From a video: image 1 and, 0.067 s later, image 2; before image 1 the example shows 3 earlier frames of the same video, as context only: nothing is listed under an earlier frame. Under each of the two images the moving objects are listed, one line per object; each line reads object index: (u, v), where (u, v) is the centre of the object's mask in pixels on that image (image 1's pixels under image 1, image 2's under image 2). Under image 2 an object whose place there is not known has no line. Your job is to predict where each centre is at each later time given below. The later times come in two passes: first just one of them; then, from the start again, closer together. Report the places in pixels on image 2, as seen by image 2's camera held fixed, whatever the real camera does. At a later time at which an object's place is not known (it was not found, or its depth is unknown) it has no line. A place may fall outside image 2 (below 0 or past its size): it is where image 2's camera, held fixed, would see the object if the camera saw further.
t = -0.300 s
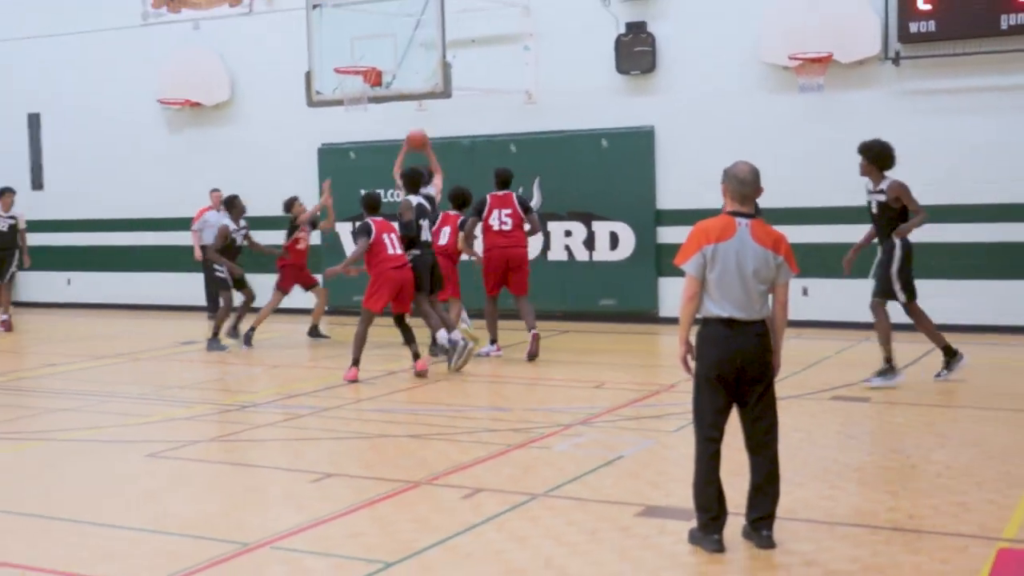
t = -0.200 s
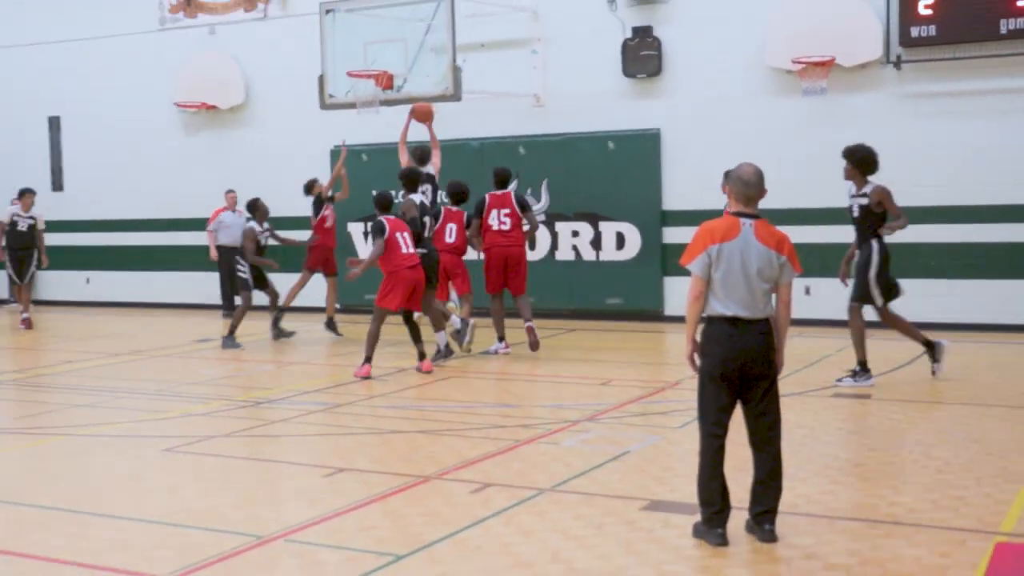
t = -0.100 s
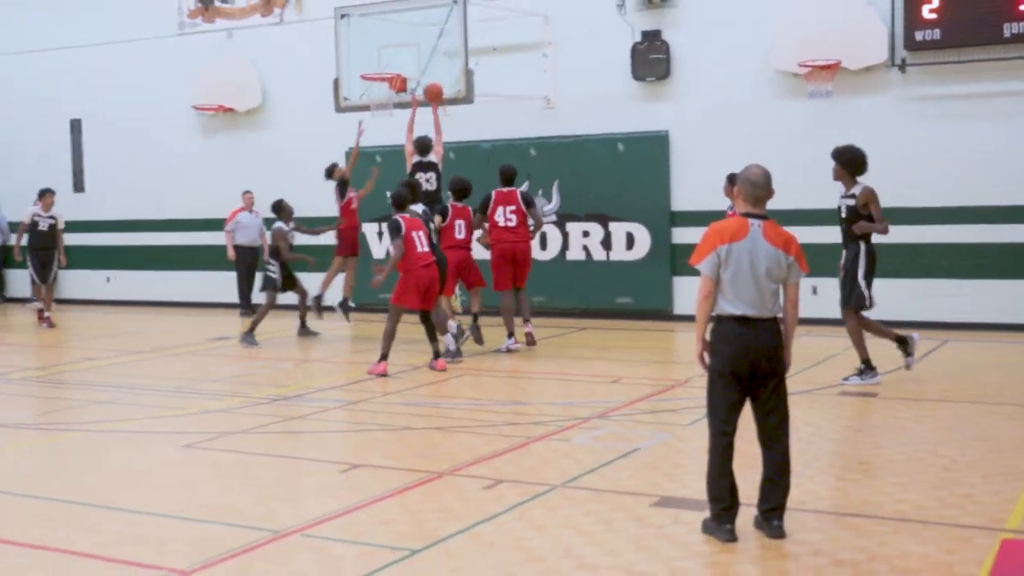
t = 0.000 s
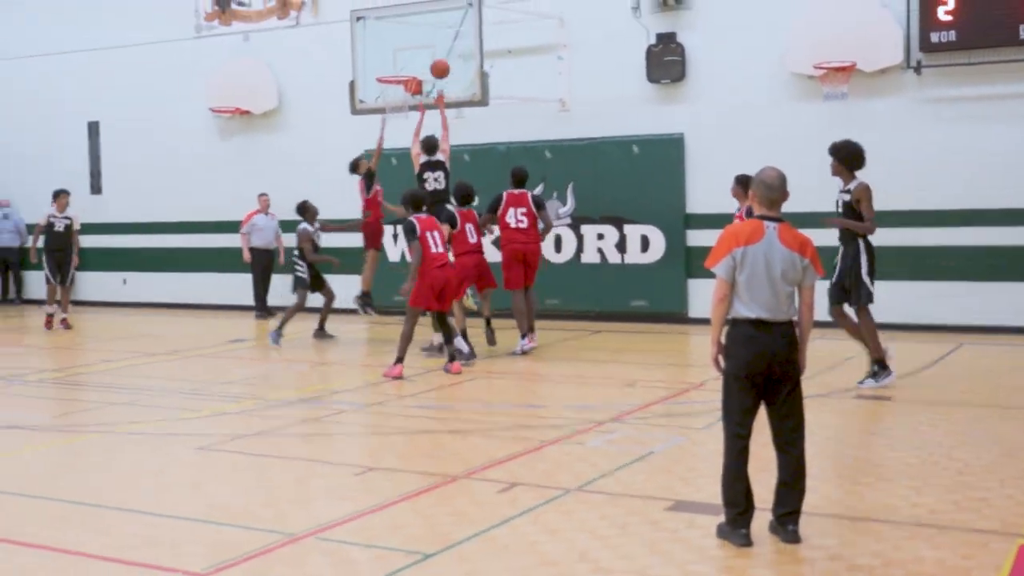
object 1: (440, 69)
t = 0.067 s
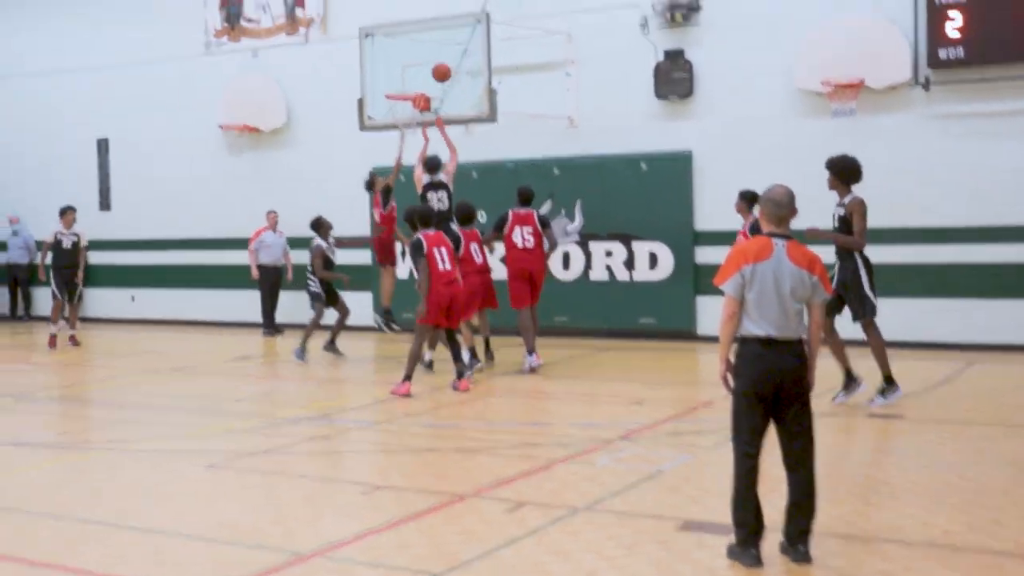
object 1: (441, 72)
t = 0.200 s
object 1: (423, 55)
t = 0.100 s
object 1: (438, 65)
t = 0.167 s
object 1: (428, 57)
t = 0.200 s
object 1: (423, 55)
